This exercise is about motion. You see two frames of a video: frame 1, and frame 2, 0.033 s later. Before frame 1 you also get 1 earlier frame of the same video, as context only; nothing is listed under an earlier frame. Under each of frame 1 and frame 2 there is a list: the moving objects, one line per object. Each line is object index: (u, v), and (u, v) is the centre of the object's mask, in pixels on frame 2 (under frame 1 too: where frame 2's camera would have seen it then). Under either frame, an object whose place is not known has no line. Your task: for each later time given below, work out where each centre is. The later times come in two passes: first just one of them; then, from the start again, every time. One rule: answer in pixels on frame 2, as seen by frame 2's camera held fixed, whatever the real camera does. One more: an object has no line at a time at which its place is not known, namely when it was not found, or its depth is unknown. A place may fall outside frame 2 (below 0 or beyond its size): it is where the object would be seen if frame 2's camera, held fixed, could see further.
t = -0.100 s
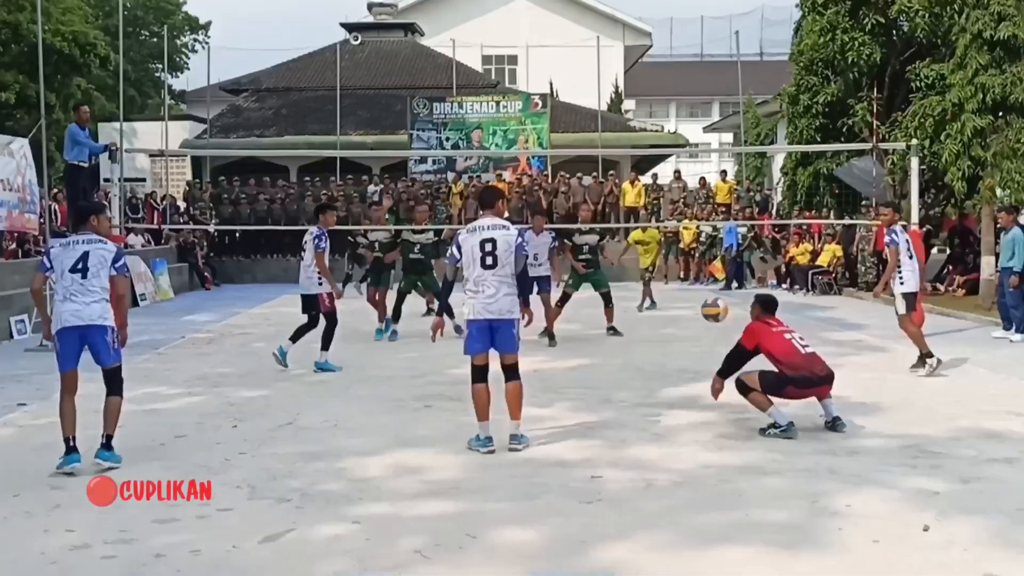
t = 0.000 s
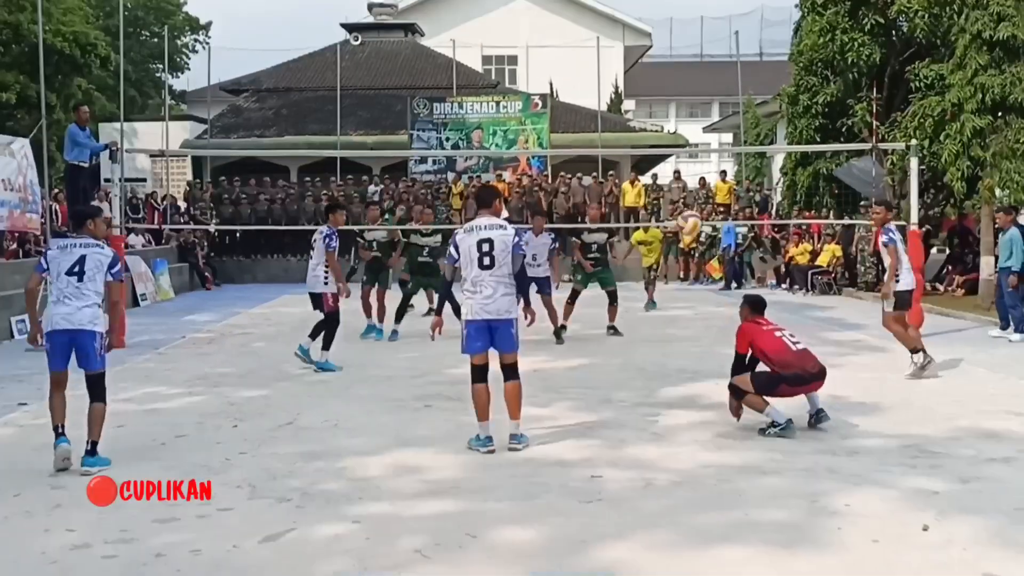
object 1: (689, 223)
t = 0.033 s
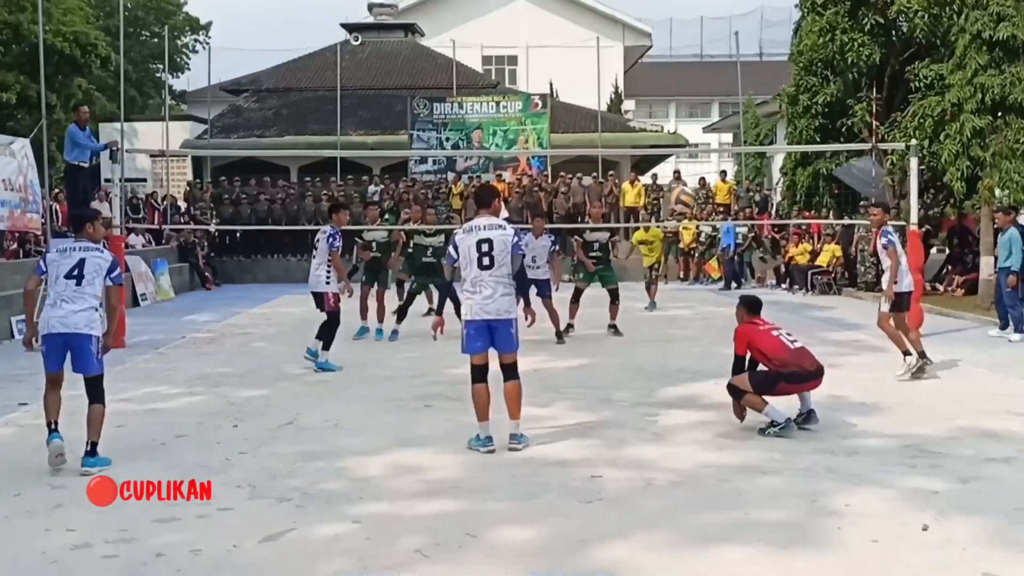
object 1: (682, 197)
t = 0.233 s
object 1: (642, 88)
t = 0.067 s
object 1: (675, 177)
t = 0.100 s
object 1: (668, 155)
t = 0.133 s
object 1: (661, 135)
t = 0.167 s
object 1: (654, 119)
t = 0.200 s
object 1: (648, 102)
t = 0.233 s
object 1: (642, 88)
